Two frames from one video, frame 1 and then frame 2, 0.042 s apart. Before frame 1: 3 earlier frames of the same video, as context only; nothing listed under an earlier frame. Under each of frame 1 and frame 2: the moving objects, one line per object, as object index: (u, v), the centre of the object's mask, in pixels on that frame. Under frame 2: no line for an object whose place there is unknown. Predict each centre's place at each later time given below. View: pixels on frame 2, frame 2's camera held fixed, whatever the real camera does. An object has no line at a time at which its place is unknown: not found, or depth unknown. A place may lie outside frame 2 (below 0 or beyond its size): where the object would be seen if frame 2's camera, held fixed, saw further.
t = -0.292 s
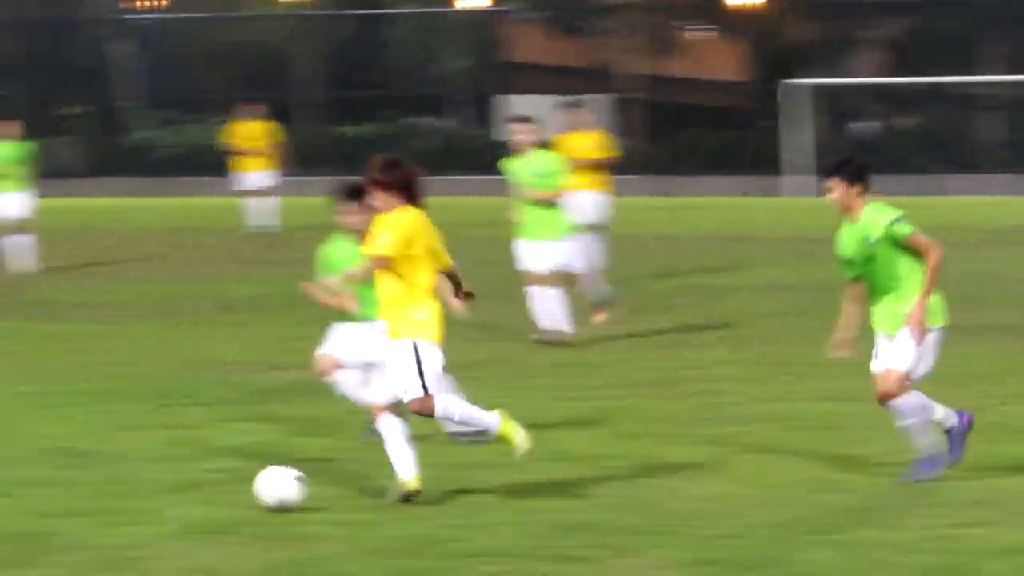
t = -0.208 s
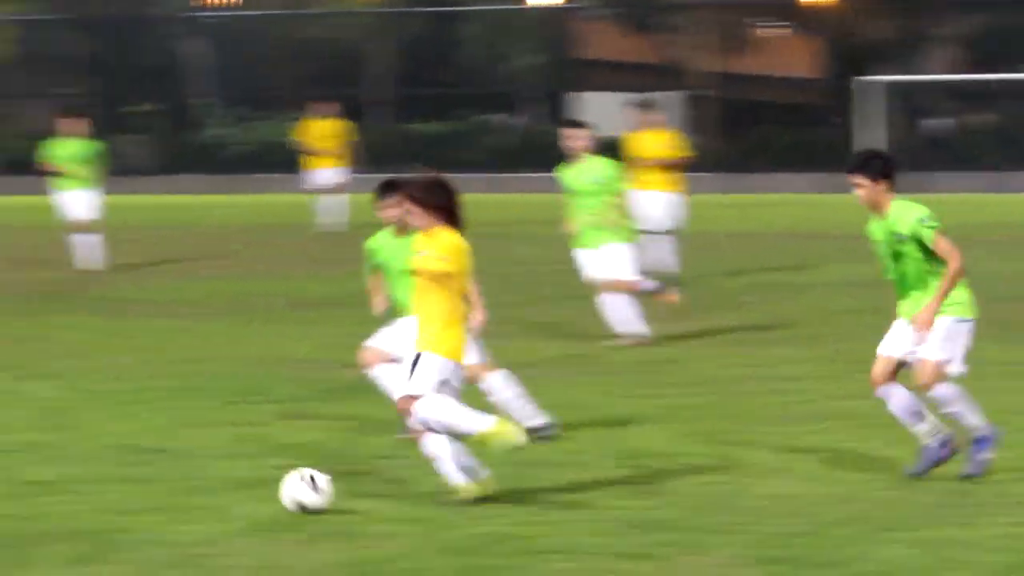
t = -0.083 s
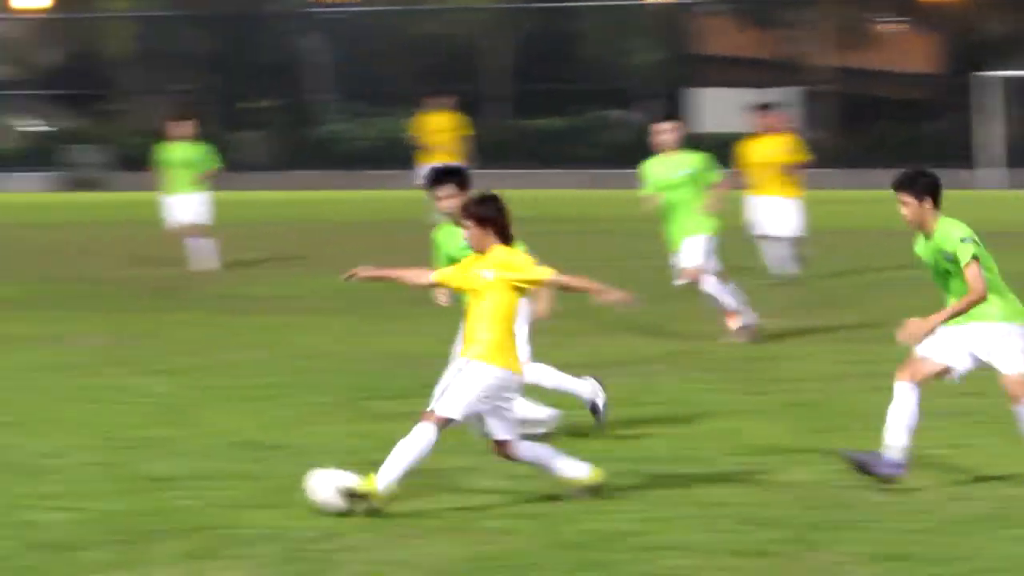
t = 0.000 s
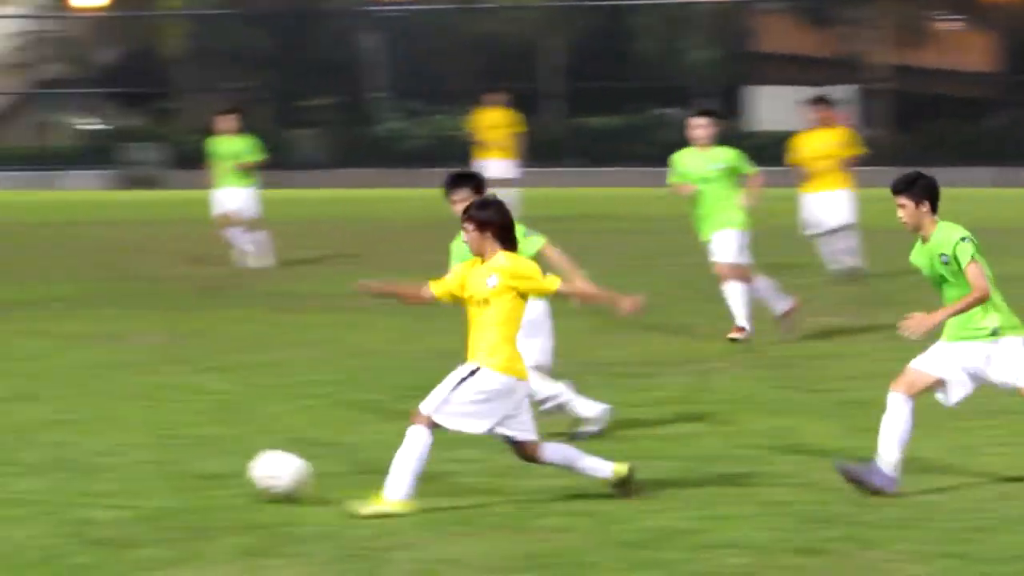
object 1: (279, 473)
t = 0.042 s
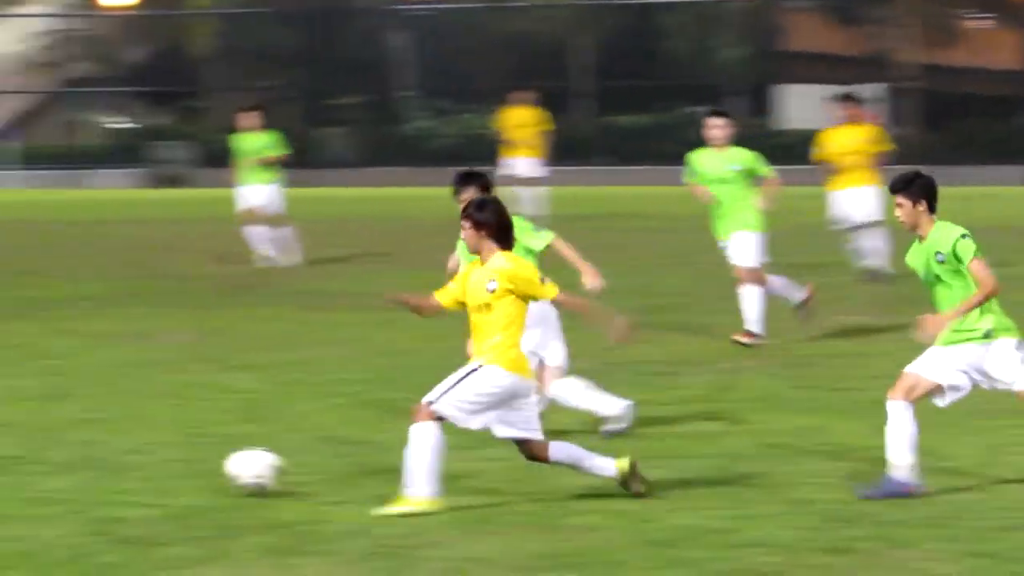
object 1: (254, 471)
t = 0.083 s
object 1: (204, 470)
